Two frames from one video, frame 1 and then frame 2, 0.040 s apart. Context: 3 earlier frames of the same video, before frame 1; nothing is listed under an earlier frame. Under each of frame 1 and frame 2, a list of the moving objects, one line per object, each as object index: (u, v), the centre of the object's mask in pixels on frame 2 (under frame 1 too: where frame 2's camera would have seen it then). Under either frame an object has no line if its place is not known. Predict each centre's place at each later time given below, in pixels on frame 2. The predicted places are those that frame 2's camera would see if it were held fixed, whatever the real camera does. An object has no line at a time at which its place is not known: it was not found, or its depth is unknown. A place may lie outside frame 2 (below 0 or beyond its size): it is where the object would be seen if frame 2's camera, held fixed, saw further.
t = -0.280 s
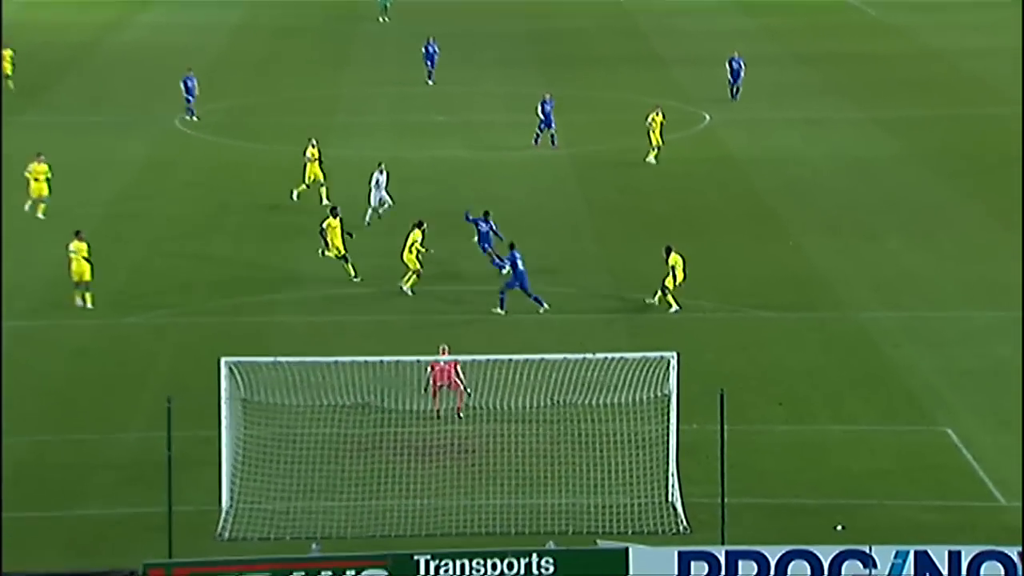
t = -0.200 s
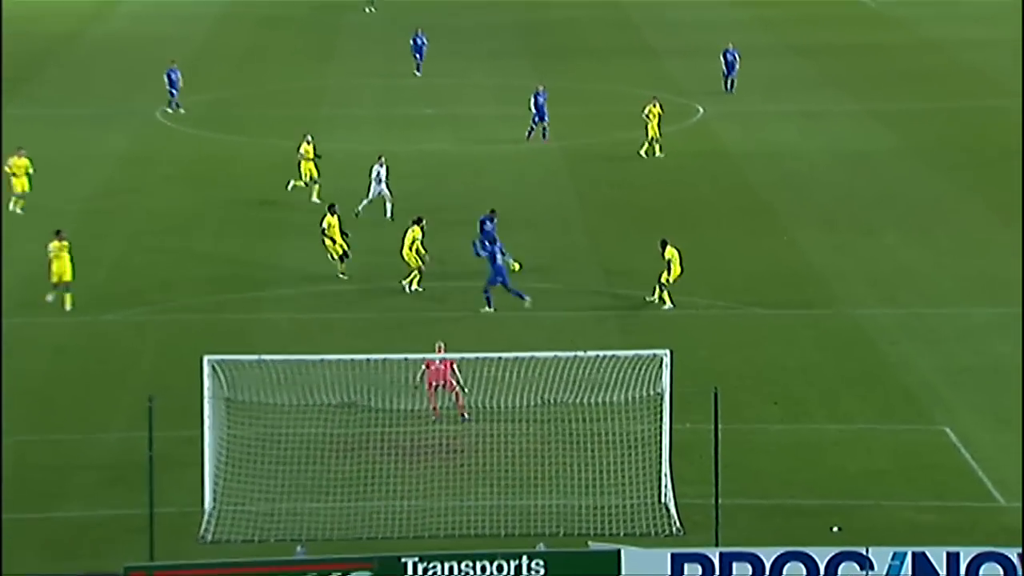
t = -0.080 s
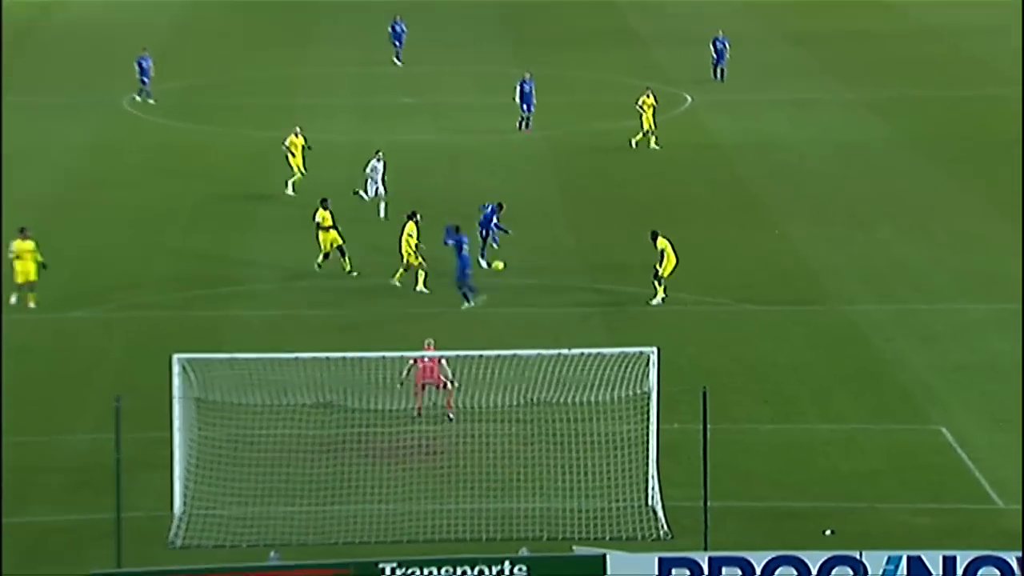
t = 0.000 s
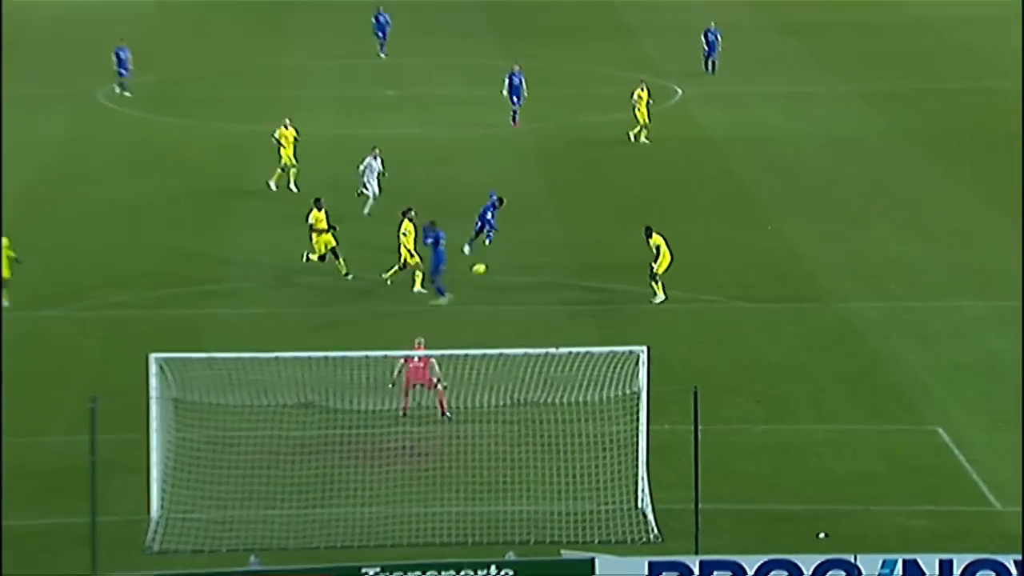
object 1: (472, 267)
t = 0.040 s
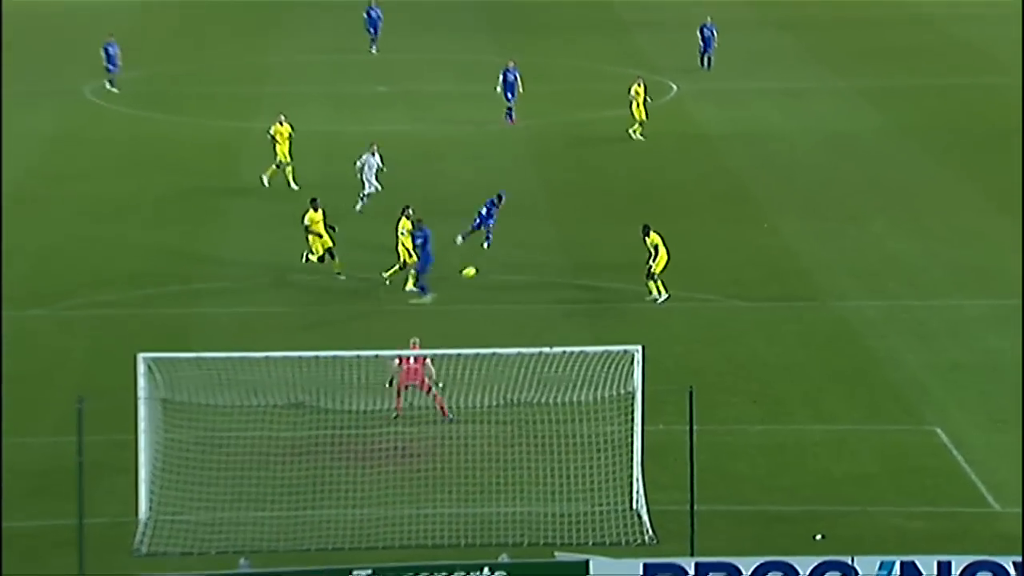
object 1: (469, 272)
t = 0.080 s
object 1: (466, 278)
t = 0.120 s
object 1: (464, 286)
